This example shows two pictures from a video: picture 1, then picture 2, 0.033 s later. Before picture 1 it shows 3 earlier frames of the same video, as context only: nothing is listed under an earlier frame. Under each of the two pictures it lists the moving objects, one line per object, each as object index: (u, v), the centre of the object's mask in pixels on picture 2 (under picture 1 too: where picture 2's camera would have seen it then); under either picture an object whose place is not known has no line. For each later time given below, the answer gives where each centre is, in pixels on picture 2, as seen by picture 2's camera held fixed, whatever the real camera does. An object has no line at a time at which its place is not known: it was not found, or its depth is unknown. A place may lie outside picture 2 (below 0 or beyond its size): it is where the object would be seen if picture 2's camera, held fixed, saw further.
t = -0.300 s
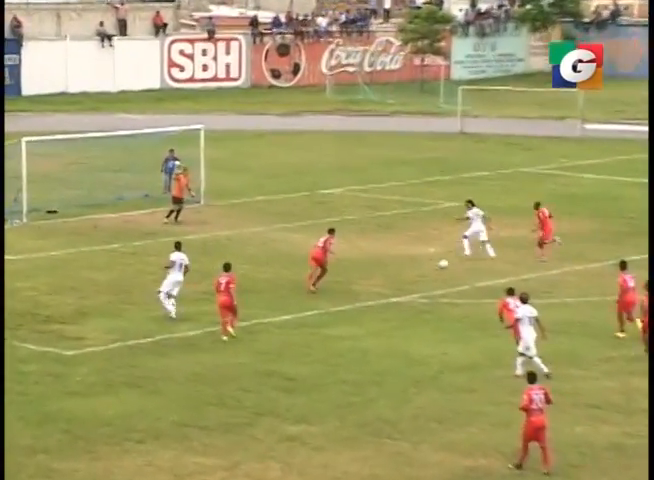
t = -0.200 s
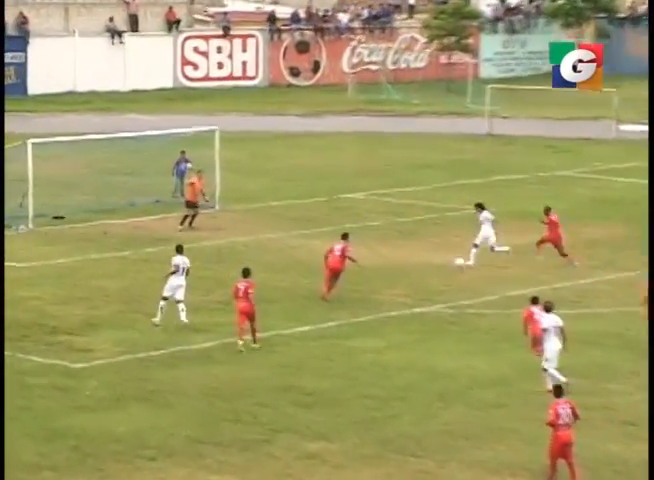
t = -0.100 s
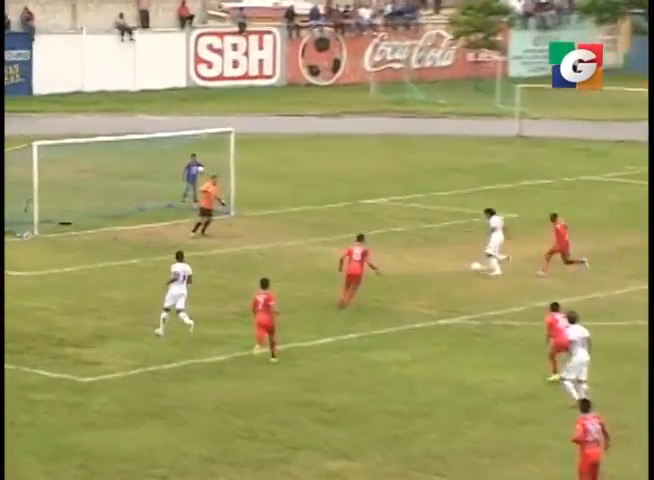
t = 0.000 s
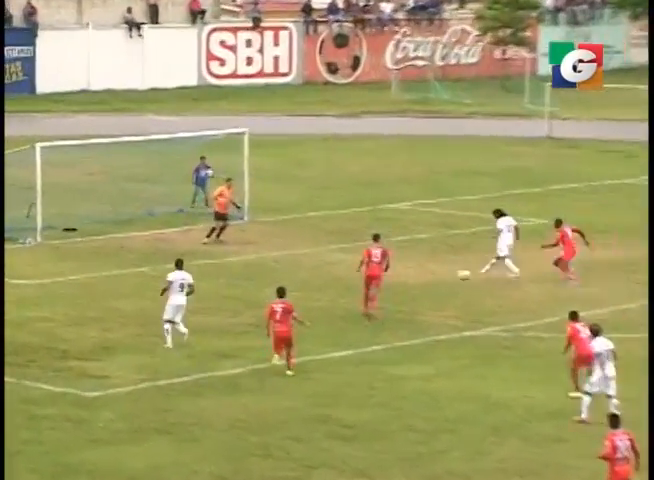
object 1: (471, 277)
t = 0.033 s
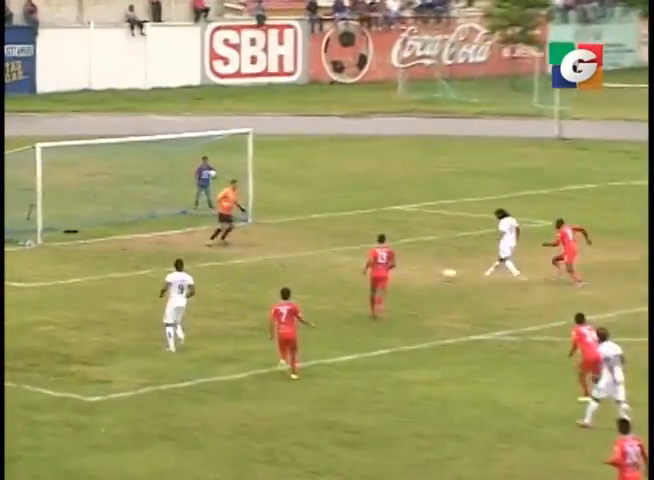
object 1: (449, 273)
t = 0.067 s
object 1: (427, 270)
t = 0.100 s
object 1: (406, 268)
